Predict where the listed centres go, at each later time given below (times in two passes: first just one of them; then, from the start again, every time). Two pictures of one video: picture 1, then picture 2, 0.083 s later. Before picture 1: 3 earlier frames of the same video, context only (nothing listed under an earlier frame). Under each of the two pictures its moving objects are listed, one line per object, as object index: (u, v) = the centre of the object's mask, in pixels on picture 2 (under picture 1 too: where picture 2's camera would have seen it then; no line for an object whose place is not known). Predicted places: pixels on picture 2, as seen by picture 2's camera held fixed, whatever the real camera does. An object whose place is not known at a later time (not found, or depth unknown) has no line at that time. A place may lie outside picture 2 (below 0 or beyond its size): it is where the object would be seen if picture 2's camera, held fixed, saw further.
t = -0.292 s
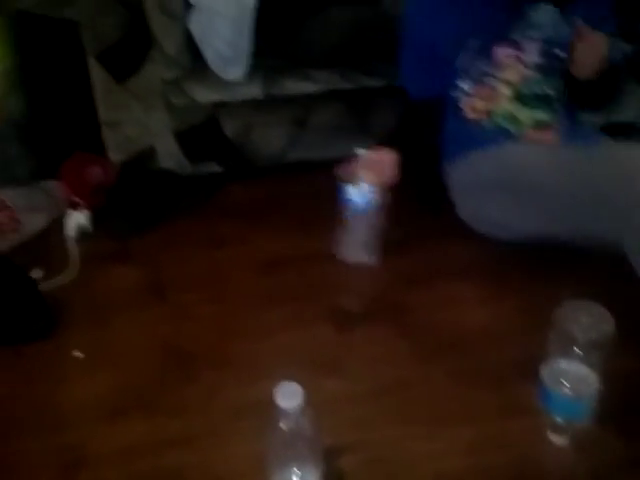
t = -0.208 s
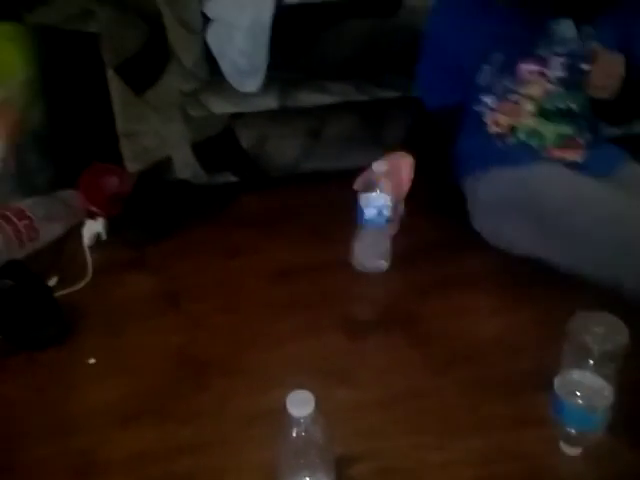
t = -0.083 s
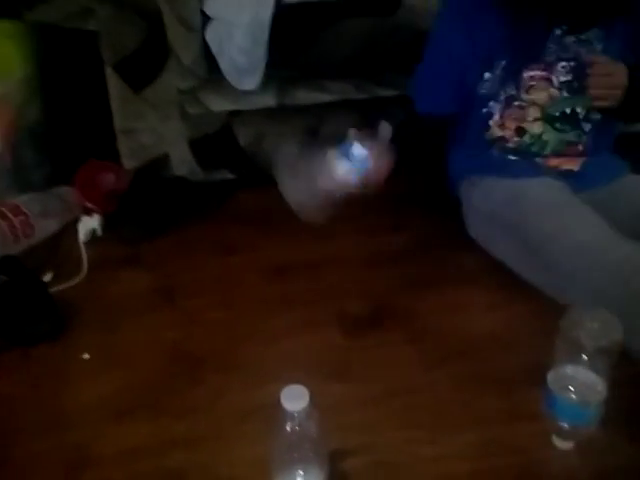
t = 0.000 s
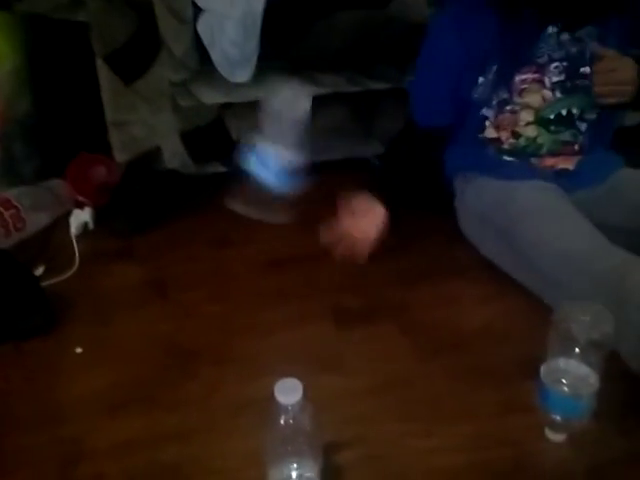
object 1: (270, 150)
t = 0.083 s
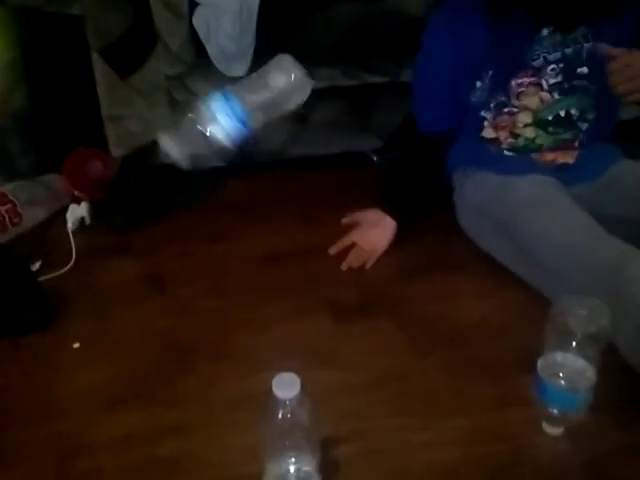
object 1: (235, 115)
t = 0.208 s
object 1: (218, 168)
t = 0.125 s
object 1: (229, 117)
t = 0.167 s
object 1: (222, 137)
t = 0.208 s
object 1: (218, 168)
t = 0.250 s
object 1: (210, 217)
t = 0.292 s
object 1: (209, 273)
